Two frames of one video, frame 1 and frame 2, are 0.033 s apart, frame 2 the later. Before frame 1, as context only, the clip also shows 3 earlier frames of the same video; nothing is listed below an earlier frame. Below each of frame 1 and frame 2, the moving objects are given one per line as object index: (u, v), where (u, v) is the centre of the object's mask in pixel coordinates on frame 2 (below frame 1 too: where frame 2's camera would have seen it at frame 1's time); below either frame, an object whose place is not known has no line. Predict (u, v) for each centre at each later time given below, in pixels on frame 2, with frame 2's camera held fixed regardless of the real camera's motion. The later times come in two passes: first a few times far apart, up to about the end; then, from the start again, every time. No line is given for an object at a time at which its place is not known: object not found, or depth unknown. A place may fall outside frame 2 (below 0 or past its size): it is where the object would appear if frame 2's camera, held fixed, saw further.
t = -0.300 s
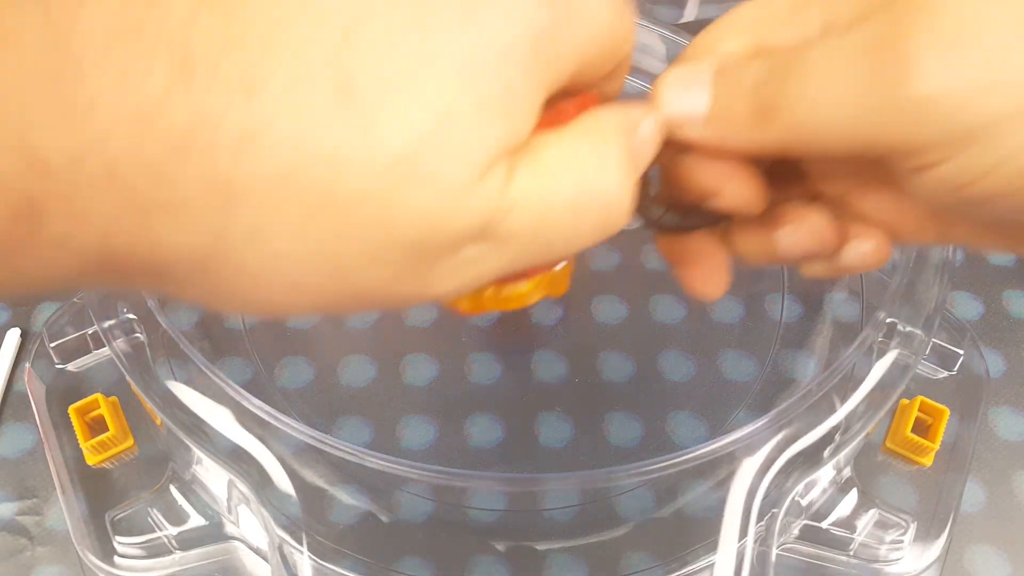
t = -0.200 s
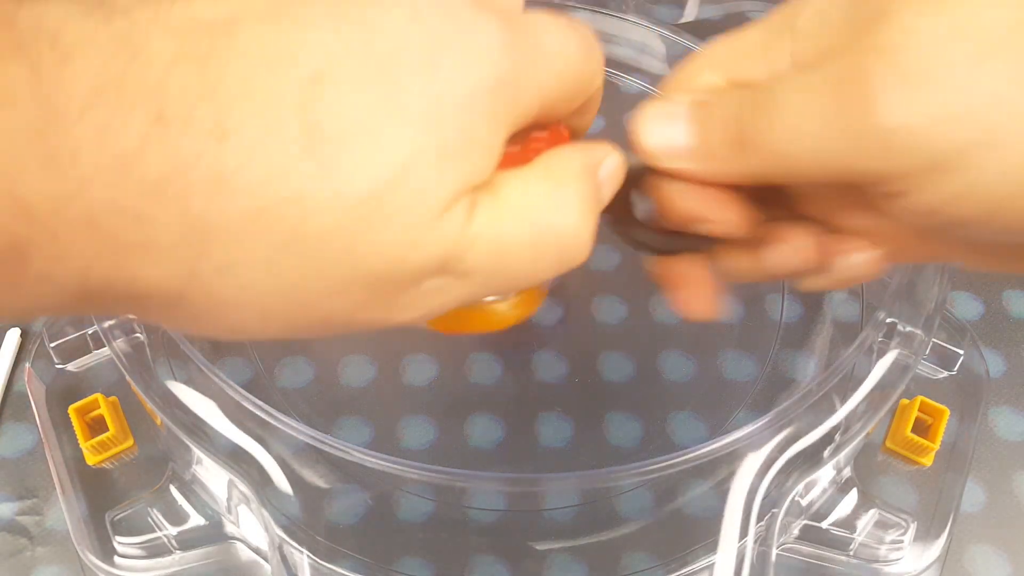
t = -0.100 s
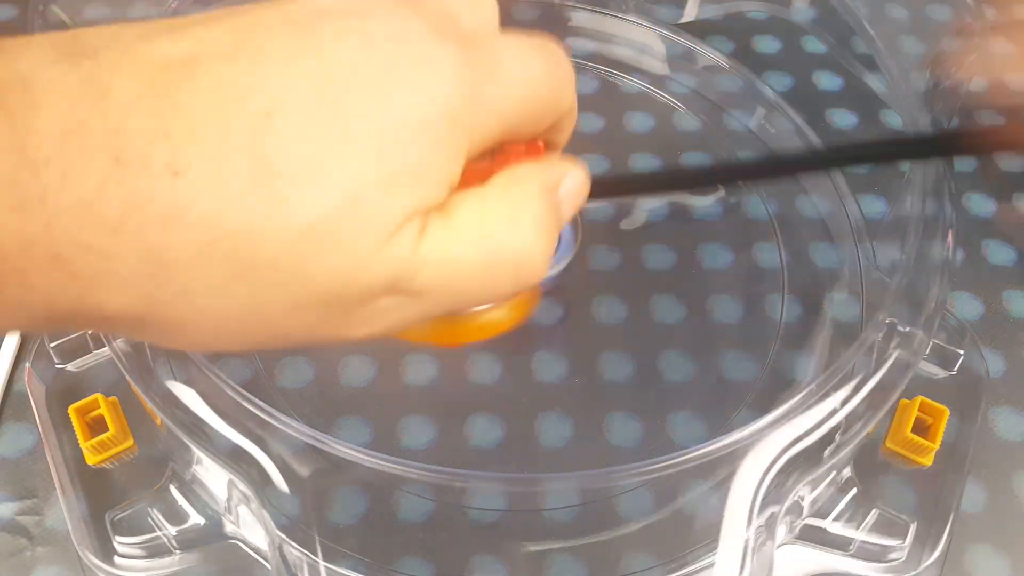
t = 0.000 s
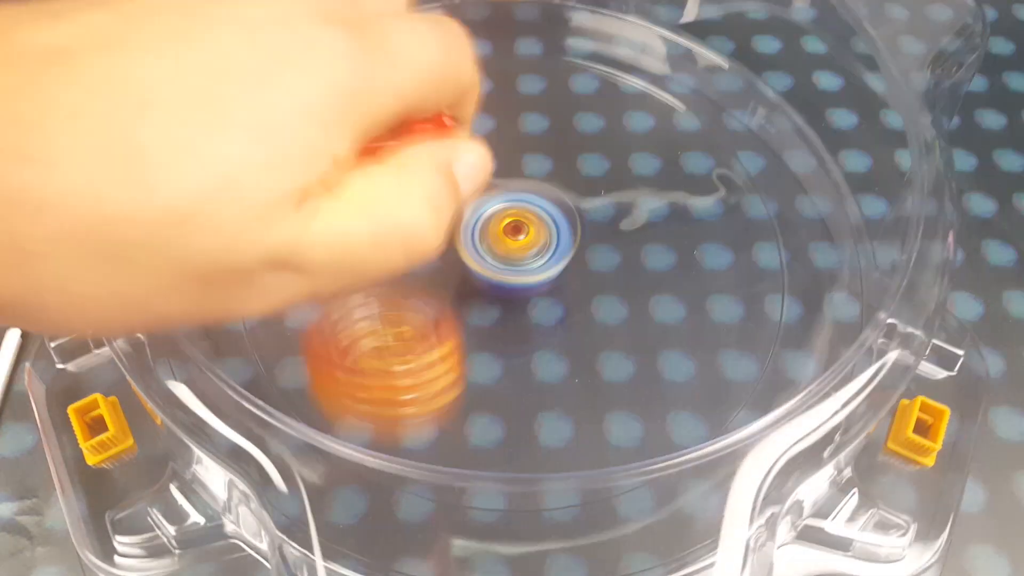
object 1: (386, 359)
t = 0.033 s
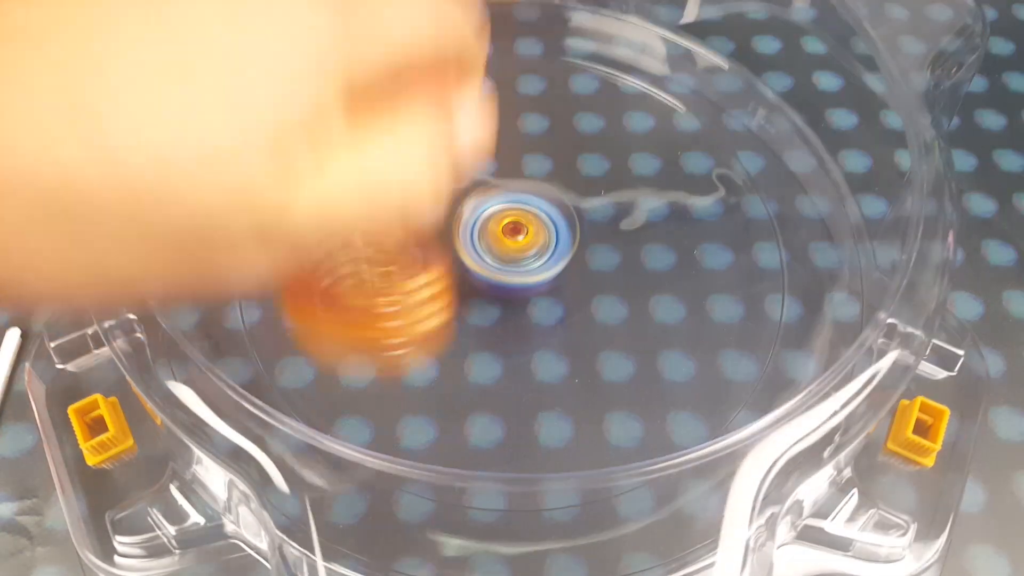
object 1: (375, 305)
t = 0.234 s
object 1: (339, 189)
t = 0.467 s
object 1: (491, 128)
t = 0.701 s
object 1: (614, 188)
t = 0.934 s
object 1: (593, 299)
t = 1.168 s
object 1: (402, 383)
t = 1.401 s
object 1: (339, 379)
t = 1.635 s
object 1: (309, 360)
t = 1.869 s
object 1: (332, 325)
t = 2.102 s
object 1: (269, 220)
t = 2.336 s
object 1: (275, 219)
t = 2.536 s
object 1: (359, 225)
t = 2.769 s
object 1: (402, 92)
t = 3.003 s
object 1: (389, 153)
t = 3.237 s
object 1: (575, 85)
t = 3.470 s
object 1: (501, 114)
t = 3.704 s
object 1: (628, 140)
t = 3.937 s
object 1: (578, 153)
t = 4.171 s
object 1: (643, 182)
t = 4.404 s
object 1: (568, 218)
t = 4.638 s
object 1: (724, 166)
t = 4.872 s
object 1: (609, 103)
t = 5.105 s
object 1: (638, 111)
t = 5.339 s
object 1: (596, 148)
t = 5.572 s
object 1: (680, 286)
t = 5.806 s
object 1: (710, 267)
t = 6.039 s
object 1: (772, 263)
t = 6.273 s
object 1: (656, 255)
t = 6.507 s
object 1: (499, 356)
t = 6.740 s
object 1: (480, 424)
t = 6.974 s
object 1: (467, 312)
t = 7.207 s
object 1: (357, 199)
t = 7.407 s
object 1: (313, 185)
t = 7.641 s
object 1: (446, 189)
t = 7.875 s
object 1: (429, 107)
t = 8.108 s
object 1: (431, 181)
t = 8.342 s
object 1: (566, 202)
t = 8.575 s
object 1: (533, 98)
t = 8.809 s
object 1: (455, 154)
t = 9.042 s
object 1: (428, 89)
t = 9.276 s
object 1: (404, 77)
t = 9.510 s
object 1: (496, 188)
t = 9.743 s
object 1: (582, 174)
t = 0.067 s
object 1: (362, 245)
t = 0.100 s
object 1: (343, 191)
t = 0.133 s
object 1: (329, 154)
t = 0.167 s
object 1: (326, 144)
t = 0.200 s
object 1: (330, 156)
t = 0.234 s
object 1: (339, 189)
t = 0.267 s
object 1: (349, 222)
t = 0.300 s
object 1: (367, 188)
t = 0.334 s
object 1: (391, 147)
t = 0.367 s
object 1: (416, 121)
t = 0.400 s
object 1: (444, 113)
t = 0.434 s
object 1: (467, 120)
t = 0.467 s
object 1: (491, 128)
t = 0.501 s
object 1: (513, 111)
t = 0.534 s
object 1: (537, 110)
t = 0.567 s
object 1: (558, 125)
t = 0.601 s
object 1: (576, 135)
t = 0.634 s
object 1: (592, 140)
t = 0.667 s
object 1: (605, 163)
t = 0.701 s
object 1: (614, 188)
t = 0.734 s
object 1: (618, 203)
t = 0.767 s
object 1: (623, 226)
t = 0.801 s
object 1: (621, 243)
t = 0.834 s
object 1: (616, 259)
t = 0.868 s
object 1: (614, 276)
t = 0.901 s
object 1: (606, 286)
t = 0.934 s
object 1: (593, 299)
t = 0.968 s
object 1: (574, 309)
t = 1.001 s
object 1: (560, 323)
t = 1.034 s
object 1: (551, 340)
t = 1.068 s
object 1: (532, 353)
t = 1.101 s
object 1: (499, 360)
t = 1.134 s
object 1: (452, 367)
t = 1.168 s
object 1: (402, 383)
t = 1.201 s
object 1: (365, 393)
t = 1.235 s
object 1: (348, 394)
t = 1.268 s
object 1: (347, 393)
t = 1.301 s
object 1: (346, 398)
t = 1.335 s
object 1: (351, 386)
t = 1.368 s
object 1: (347, 382)
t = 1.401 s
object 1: (339, 379)
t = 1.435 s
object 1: (324, 378)
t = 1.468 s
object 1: (322, 375)
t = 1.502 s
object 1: (322, 370)
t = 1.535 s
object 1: (315, 367)
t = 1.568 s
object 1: (307, 366)
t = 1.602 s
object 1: (311, 363)
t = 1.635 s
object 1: (309, 360)
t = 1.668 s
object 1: (303, 357)
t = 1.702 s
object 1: (299, 356)
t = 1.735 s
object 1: (299, 356)
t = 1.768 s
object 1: (305, 355)
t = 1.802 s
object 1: (314, 350)
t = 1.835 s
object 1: (323, 337)
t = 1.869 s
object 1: (332, 325)
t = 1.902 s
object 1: (344, 311)
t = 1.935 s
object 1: (358, 296)
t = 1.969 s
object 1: (368, 276)
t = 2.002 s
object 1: (368, 251)
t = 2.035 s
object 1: (348, 231)
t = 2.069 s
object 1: (309, 223)
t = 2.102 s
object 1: (269, 220)
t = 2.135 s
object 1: (248, 216)
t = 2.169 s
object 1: (264, 227)
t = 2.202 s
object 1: (274, 232)
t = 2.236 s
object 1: (276, 230)
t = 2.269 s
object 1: (274, 225)
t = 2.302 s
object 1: (274, 222)
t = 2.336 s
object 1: (275, 219)
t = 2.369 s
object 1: (279, 217)
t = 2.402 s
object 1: (287, 217)
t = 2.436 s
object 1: (298, 217)
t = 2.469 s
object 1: (313, 220)
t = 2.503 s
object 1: (334, 225)
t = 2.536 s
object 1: (359, 225)
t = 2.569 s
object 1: (385, 217)
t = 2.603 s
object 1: (407, 199)
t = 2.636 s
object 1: (423, 177)
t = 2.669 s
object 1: (428, 153)
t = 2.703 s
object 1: (426, 131)
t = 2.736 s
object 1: (417, 108)
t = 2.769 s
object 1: (402, 92)
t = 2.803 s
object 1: (385, 81)
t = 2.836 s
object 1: (371, 76)
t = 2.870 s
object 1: (358, 79)
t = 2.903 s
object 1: (348, 92)
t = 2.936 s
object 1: (350, 108)
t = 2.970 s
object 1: (364, 129)
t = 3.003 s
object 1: (389, 153)
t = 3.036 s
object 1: (415, 169)
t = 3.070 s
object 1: (455, 178)
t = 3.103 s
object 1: (491, 173)
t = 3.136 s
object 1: (525, 156)
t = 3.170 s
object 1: (551, 137)
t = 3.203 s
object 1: (567, 112)
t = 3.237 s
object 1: (575, 85)
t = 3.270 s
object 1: (572, 58)
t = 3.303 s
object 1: (559, 46)
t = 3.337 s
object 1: (538, 54)
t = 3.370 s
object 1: (520, 65)
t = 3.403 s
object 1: (508, 76)
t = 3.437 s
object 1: (502, 92)
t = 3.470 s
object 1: (501, 114)
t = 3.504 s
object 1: (509, 135)
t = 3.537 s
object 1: (525, 152)
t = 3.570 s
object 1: (549, 159)
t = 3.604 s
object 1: (575, 161)
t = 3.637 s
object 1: (598, 158)
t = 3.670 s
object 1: (616, 149)
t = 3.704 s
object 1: (628, 140)
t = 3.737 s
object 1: (633, 129)
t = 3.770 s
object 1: (633, 121)
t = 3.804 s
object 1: (626, 115)
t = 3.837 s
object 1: (614, 115)
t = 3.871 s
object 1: (601, 122)
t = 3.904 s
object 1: (587, 136)
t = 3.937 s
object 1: (578, 153)
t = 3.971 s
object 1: (577, 177)
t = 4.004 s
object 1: (584, 200)
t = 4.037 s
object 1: (600, 206)
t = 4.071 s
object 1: (619, 204)
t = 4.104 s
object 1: (634, 198)
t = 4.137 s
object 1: (641, 190)
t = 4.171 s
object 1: (643, 182)
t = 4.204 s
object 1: (640, 176)
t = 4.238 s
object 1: (633, 172)
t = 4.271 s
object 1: (622, 171)
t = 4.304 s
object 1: (608, 173)
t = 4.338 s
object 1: (592, 182)
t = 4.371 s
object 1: (578, 196)
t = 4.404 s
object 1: (568, 218)
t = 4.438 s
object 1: (568, 238)
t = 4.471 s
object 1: (592, 245)
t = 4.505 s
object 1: (629, 237)
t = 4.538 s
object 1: (664, 227)
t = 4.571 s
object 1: (691, 212)
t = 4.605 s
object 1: (713, 190)
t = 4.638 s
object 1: (724, 166)
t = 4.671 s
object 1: (729, 141)
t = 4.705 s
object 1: (724, 123)
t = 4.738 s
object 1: (701, 112)
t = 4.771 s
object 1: (684, 103)
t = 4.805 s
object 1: (664, 99)
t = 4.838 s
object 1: (640, 98)
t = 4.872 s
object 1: (609, 103)
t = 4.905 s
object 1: (580, 118)
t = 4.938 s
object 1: (559, 135)
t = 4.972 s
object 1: (570, 140)
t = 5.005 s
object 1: (589, 136)
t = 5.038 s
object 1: (609, 131)
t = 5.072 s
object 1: (625, 122)
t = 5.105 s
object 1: (638, 111)
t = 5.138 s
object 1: (642, 101)
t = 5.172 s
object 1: (639, 95)
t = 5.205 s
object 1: (631, 94)
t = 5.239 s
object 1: (620, 98)
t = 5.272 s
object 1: (608, 109)
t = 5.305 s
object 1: (601, 128)
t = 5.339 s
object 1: (596, 148)
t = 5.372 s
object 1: (596, 172)
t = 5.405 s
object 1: (600, 196)
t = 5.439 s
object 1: (609, 220)
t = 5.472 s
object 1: (623, 239)
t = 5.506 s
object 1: (640, 259)
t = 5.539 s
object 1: (659, 275)
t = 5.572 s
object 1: (680, 286)
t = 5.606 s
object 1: (699, 294)
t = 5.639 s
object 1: (718, 295)
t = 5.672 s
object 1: (734, 290)
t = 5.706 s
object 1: (738, 284)
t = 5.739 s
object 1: (736, 279)
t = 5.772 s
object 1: (726, 273)
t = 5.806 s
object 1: (710, 267)
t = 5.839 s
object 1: (686, 265)
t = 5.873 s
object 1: (684, 272)
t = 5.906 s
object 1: (708, 279)
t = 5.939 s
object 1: (732, 278)
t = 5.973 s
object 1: (755, 277)
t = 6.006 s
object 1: (774, 272)
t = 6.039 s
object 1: (772, 263)
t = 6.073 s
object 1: (764, 256)
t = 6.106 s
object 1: (759, 253)
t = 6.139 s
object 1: (749, 250)
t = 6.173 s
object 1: (734, 248)
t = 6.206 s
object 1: (712, 245)
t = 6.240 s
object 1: (685, 248)
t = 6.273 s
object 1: (656, 255)
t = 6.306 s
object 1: (628, 265)
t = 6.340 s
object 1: (605, 277)
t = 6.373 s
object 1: (581, 290)
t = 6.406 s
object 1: (559, 304)
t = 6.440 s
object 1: (536, 321)
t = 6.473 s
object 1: (517, 339)
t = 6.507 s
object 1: (499, 356)
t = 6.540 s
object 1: (483, 374)
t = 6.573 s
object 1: (472, 391)
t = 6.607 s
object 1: (465, 405)
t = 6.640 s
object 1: (463, 414)
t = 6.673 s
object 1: (465, 421)
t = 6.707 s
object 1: (472, 424)
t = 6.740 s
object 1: (480, 424)
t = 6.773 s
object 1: (489, 427)
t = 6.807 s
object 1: (494, 411)
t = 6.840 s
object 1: (496, 397)
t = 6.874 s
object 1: (494, 376)
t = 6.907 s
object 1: (490, 352)
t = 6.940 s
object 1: (479, 332)
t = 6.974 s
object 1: (467, 312)
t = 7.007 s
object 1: (454, 292)
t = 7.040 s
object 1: (440, 274)
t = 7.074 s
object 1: (425, 256)
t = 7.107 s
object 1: (408, 240)
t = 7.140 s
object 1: (392, 226)
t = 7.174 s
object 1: (375, 212)
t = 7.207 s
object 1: (357, 199)
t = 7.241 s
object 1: (340, 191)
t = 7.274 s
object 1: (326, 187)
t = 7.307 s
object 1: (314, 184)
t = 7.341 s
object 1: (308, 183)
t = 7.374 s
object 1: (308, 184)
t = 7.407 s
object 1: (313, 185)
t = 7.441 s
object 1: (323, 190)
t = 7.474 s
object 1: (337, 195)
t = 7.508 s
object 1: (356, 201)
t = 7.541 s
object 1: (380, 203)
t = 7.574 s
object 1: (402, 201)
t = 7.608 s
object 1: (425, 196)
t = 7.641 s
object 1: (446, 189)
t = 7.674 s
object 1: (466, 180)
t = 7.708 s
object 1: (483, 170)
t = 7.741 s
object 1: (479, 153)
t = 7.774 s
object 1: (469, 140)
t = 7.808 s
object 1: (457, 125)
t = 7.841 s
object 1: (444, 114)
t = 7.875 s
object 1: (429, 107)
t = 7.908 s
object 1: (415, 105)
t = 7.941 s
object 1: (404, 110)
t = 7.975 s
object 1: (398, 121)
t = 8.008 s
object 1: (397, 134)
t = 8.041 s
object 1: (403, 149)
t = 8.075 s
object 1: (414, 166)
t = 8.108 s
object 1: (431, 181)
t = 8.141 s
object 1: (450, 192)
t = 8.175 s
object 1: (470, 202)
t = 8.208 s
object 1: (491, 208)
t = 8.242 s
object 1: (512, 213)
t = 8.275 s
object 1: (534, 218)
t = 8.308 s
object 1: (554, 219)
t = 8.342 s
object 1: (566, 202)
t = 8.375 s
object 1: (571, 185)
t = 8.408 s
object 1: (572, 166)
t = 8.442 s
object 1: (569, 149)
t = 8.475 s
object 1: (564, 134)
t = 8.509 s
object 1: (556, 120)
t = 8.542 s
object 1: (546, 108)
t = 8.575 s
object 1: (533, 98)
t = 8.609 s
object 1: (518, 93)
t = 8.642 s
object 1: (502, 92)
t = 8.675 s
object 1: (488, 96)
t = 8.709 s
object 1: (474, 107)
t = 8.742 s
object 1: (465, 121)
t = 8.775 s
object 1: (458, 137)
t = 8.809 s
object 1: (455, 154)
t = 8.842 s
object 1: (455, 172)
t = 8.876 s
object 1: (458, 184)
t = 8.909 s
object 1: (456, 160)
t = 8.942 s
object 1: (448, 135)
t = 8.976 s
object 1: (441, 116)
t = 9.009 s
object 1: (433, 100)
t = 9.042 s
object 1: (428, 89)
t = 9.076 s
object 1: (420, 78)
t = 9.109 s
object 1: (413, 68)
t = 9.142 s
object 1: (405, 60)
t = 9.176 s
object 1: (401, 58)
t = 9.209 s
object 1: (399, 59)
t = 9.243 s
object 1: (399, 65)
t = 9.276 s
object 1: (404, 77)
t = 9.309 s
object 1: (411, 91)
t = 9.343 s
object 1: (419, 105)
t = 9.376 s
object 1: (430, 120)
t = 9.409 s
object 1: (443, 136)
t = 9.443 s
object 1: (456, 154)
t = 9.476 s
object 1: (475, 173)
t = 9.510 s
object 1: (496, 188)
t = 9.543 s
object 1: (512, 192)
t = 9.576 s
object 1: (519, 180)
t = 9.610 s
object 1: (530, 173)
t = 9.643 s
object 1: (545, 172)
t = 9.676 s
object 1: (556, 172)
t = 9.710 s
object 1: (570, 173)
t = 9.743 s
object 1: (582, 174)
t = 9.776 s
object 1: (595, 177)
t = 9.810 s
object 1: (606, 179)
